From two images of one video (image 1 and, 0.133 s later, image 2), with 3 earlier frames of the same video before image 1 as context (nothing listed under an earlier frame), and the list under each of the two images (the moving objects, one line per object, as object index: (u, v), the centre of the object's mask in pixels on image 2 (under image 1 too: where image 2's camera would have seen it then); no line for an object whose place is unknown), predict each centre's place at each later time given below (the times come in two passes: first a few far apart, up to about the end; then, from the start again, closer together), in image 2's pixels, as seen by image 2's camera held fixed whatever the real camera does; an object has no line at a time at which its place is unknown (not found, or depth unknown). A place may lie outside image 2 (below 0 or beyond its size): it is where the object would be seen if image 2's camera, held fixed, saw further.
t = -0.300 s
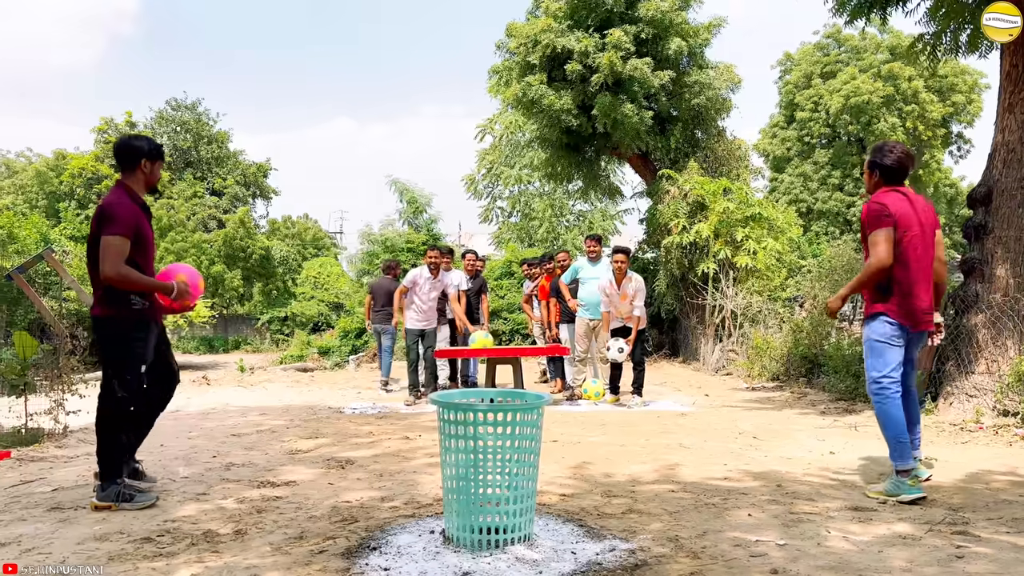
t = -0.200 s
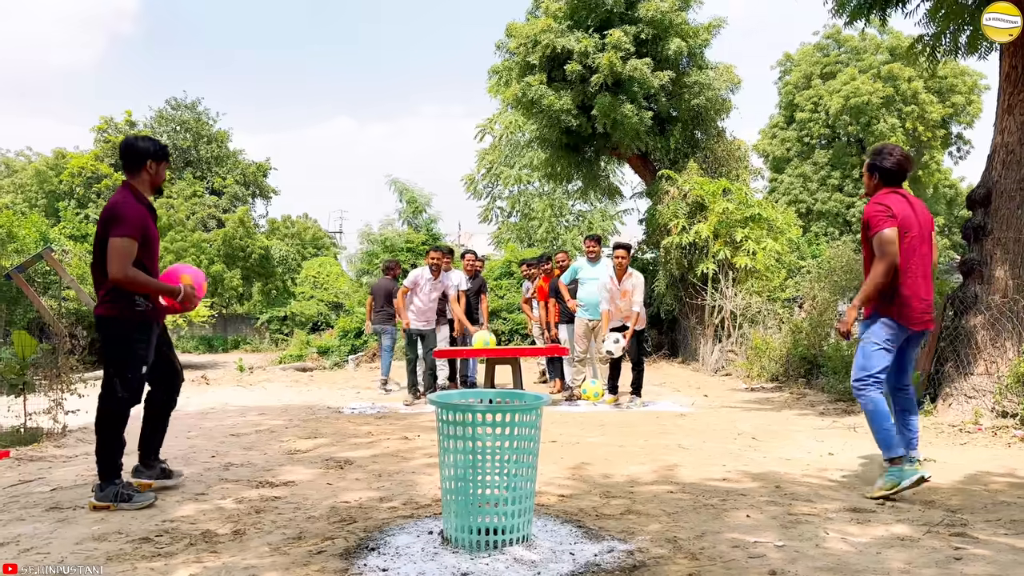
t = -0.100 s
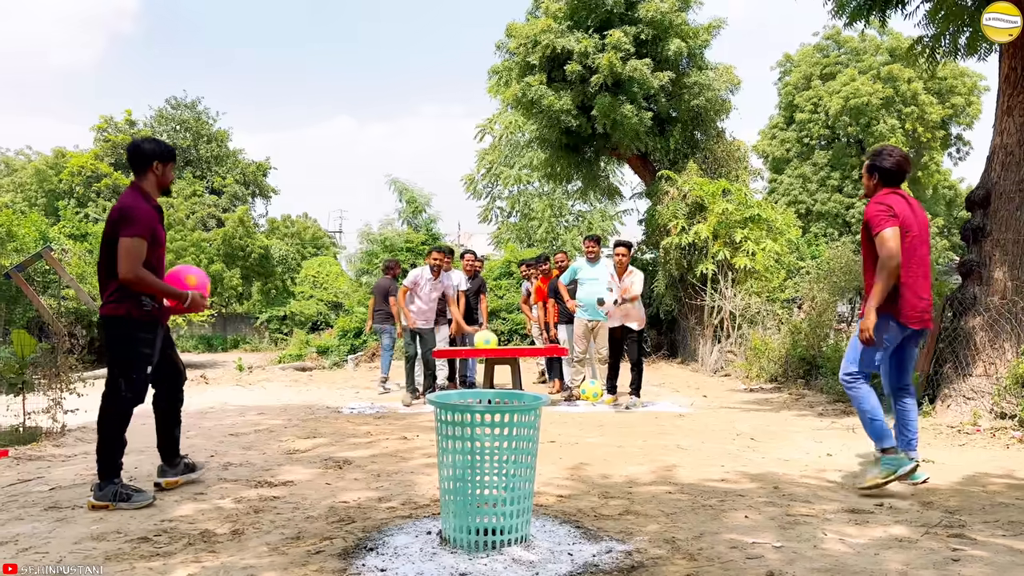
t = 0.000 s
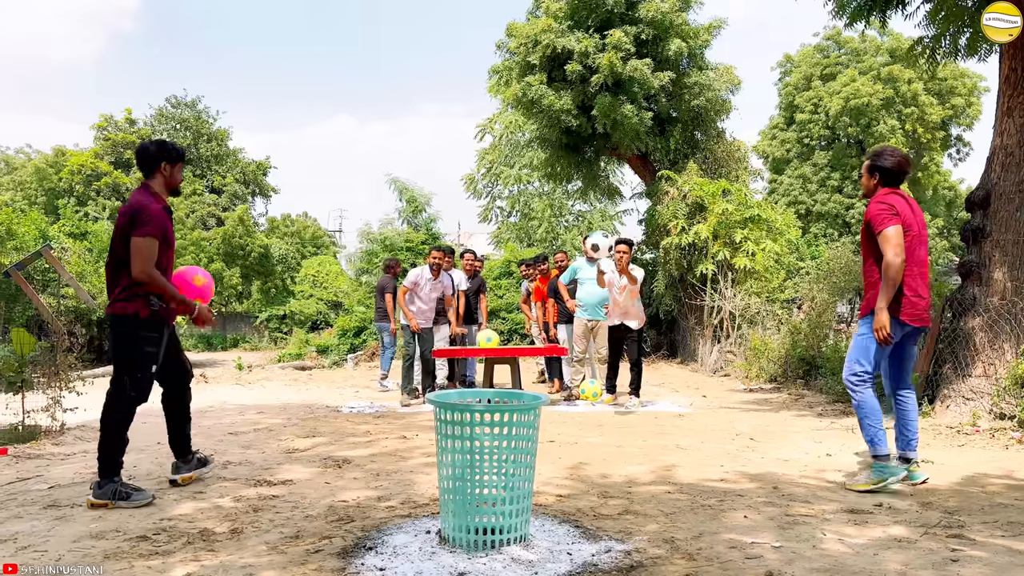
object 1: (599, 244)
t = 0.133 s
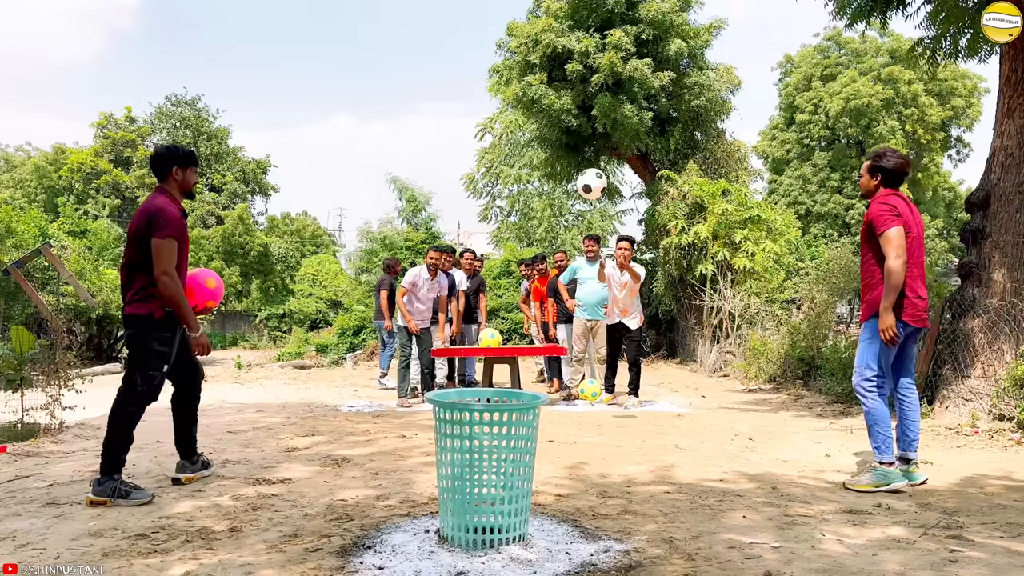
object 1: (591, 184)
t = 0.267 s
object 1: (581, 142)
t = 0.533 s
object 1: (559, 131)
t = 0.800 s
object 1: (533, 256)
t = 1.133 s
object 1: (555, 424)
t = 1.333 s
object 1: (613, 358)
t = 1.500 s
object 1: (661, 368)
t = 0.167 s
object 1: (589, 171)
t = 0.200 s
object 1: (587, 160)
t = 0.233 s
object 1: (584, 151)
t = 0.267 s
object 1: (581, 142)
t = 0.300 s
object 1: (579, 135)
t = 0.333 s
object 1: (576, 129)
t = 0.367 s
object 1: (574, 125)
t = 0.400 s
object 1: (571, 123)
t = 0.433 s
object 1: (568, 122)
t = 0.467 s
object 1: (565, 123)
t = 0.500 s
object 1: (562, 125)
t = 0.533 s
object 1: (559, 131)
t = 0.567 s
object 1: (556, 138)
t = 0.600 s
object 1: (553, 147)
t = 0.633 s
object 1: (550, 158)
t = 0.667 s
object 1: (547, 173)
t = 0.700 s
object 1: (544, 189)
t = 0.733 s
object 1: (540, 207)
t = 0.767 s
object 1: (537, 229)
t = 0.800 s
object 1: (533, 256)
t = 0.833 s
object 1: (529, 284)
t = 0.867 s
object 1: (525, 316)
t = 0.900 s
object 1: (522, 351)
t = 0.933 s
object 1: (523, 378)
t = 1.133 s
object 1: (555, 424)
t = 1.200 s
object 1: (572, 387)
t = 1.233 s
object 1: (584, 373)
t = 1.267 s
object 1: (594, 364)
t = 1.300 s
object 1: (604, 359)
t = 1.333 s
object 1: (613, 358)
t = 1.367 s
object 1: (622, 357)
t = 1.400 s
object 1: (633, 356)
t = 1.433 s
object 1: (643, 357)
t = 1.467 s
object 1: (653, 360)
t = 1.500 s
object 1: (661, 368)
